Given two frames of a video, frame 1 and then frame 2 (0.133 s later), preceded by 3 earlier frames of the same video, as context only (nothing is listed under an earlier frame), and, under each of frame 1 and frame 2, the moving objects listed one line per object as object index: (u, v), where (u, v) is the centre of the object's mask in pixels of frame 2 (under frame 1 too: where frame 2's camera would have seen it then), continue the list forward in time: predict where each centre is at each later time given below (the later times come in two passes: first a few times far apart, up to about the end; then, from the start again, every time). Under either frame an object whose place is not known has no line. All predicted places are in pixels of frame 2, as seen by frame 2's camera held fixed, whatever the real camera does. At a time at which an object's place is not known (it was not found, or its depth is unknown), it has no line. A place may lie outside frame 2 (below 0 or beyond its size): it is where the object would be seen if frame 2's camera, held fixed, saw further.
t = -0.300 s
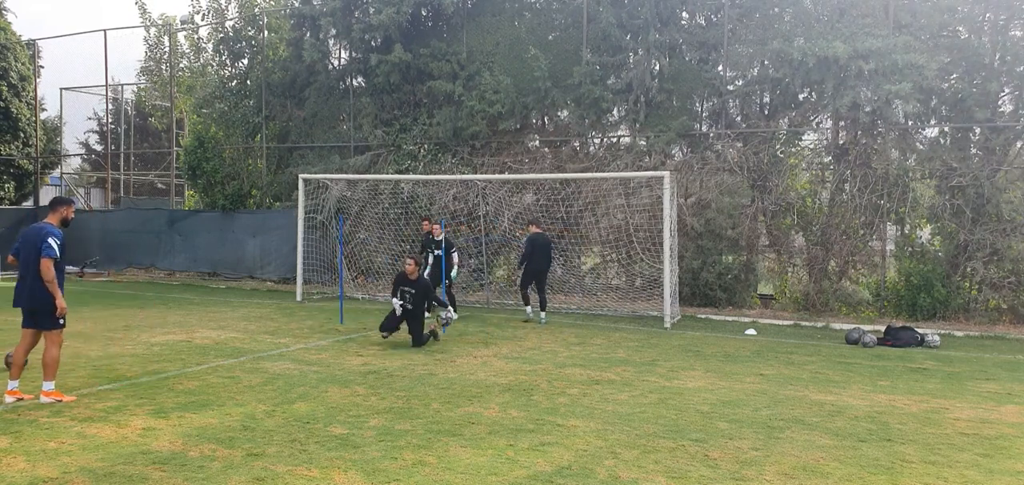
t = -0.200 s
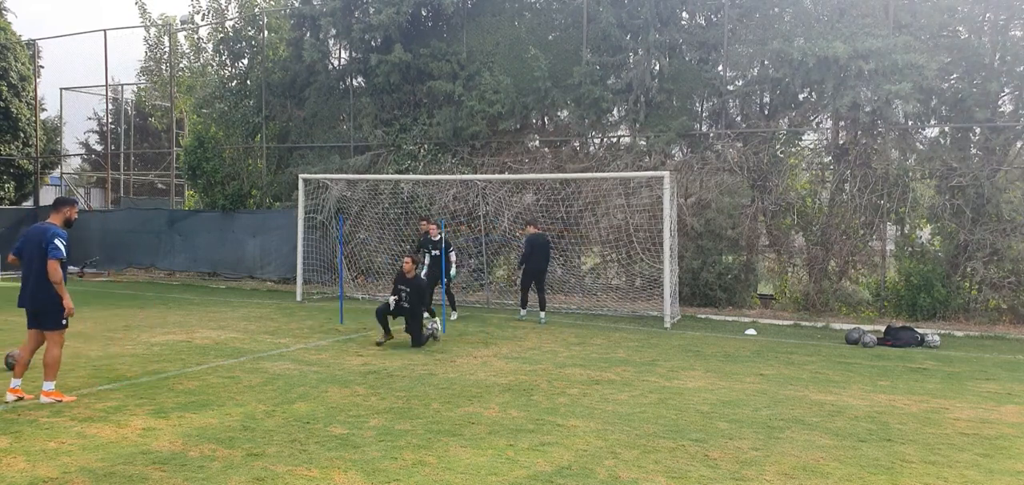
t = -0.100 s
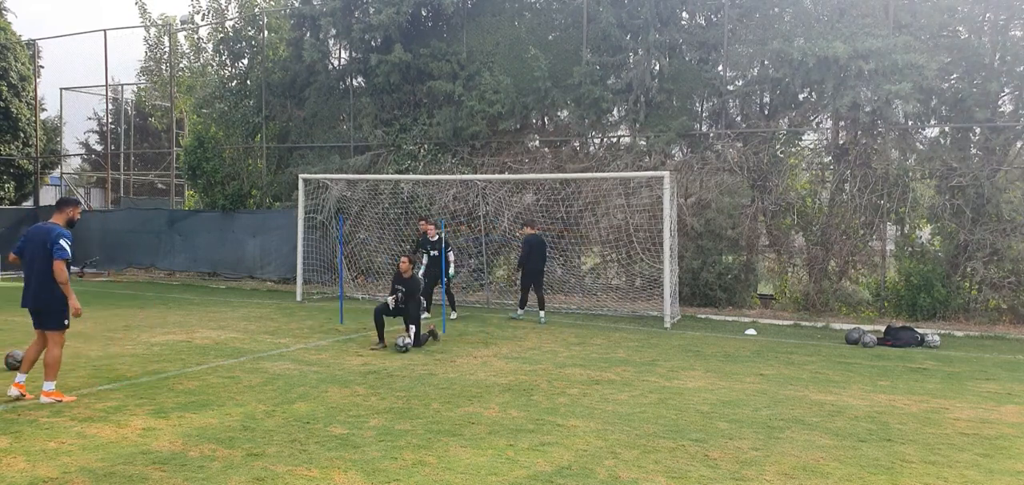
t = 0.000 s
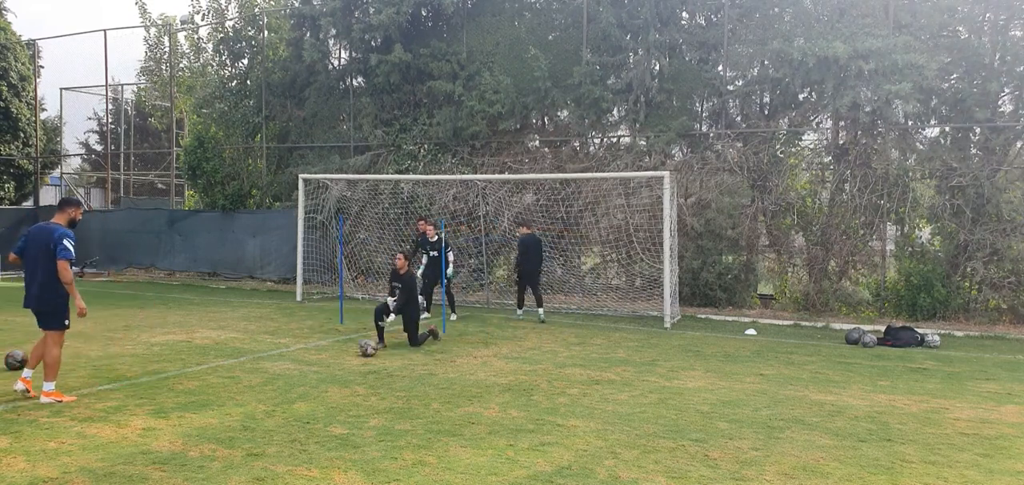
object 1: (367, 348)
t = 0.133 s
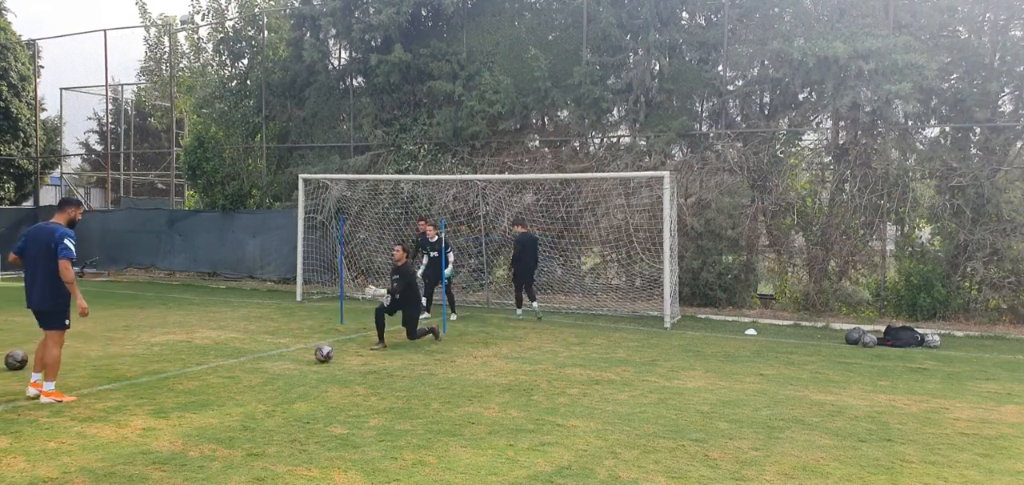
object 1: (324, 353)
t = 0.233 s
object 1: (291, 356)
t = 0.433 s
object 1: (226, 365)
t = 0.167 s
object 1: (314, 353)
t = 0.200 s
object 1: (303, 354)
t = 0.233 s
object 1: (291, 356)
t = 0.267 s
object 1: (281, 359)
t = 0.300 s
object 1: (270, 360)
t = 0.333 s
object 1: (259, 361)
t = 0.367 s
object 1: (248, 362)
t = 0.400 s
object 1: (237, 364)
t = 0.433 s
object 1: (226, 365)
